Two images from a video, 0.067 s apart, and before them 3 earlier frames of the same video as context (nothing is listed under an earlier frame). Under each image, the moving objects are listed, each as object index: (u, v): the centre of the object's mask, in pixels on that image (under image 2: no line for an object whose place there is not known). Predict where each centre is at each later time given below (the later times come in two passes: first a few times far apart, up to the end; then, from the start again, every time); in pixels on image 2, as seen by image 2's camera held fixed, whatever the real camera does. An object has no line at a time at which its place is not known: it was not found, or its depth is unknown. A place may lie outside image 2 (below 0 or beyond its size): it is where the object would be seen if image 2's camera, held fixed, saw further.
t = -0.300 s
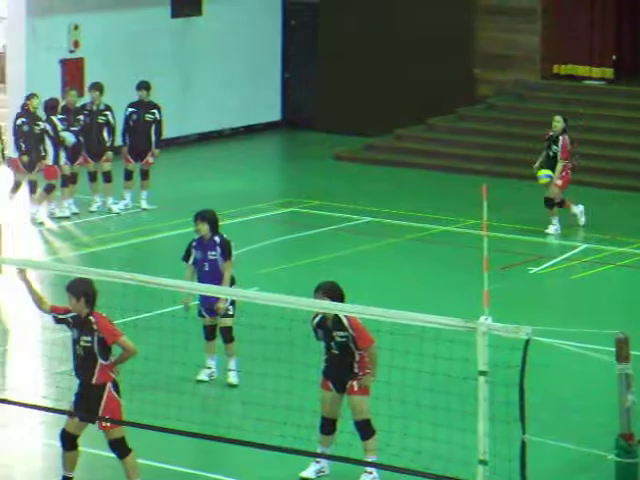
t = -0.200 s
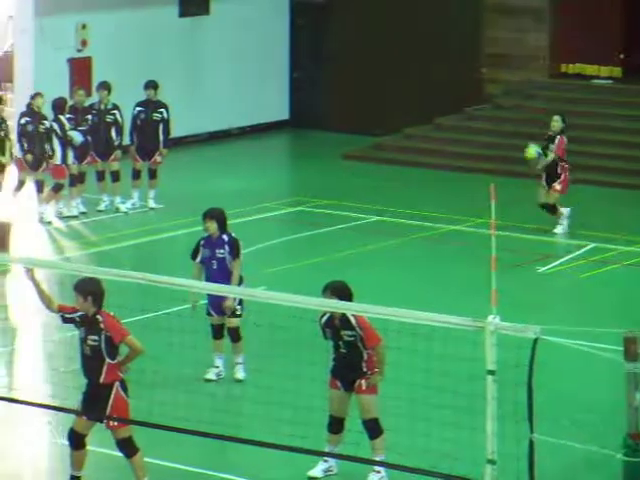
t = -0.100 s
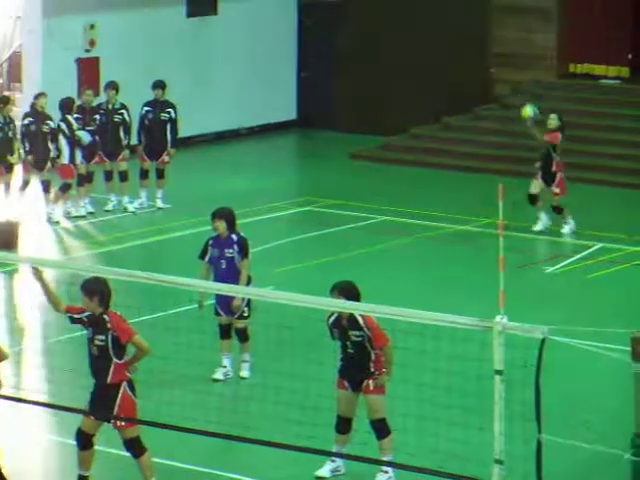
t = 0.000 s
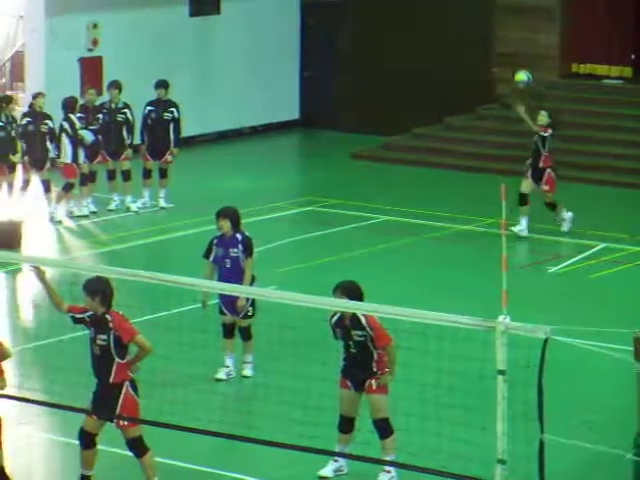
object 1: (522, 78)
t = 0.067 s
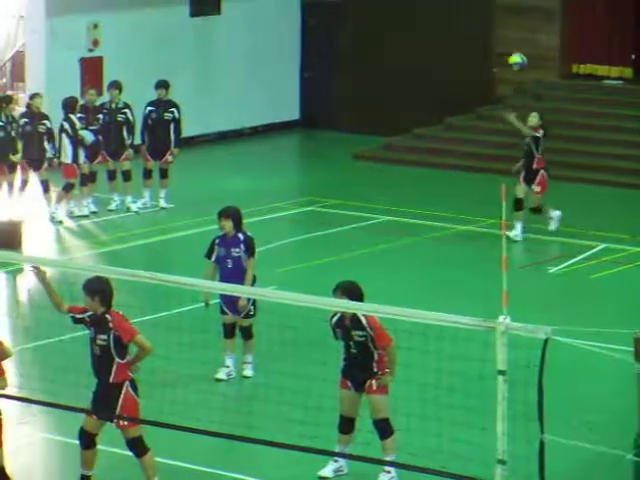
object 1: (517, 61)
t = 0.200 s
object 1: (502, 36)
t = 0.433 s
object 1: (481, 25)
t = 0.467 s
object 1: (478, 27)
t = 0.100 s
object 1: (514, 53)
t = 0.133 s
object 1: (511, 46)
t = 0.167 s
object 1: (507, 41)
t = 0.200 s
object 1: (502, 36)
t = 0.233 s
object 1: (500, 32)
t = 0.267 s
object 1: (498, 28)
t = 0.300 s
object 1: (494, 26)
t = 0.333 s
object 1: (491, 24)
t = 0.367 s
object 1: (488, 24)
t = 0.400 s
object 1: (484, 24)
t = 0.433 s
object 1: (481, 25)
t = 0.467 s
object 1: (478, 27)
